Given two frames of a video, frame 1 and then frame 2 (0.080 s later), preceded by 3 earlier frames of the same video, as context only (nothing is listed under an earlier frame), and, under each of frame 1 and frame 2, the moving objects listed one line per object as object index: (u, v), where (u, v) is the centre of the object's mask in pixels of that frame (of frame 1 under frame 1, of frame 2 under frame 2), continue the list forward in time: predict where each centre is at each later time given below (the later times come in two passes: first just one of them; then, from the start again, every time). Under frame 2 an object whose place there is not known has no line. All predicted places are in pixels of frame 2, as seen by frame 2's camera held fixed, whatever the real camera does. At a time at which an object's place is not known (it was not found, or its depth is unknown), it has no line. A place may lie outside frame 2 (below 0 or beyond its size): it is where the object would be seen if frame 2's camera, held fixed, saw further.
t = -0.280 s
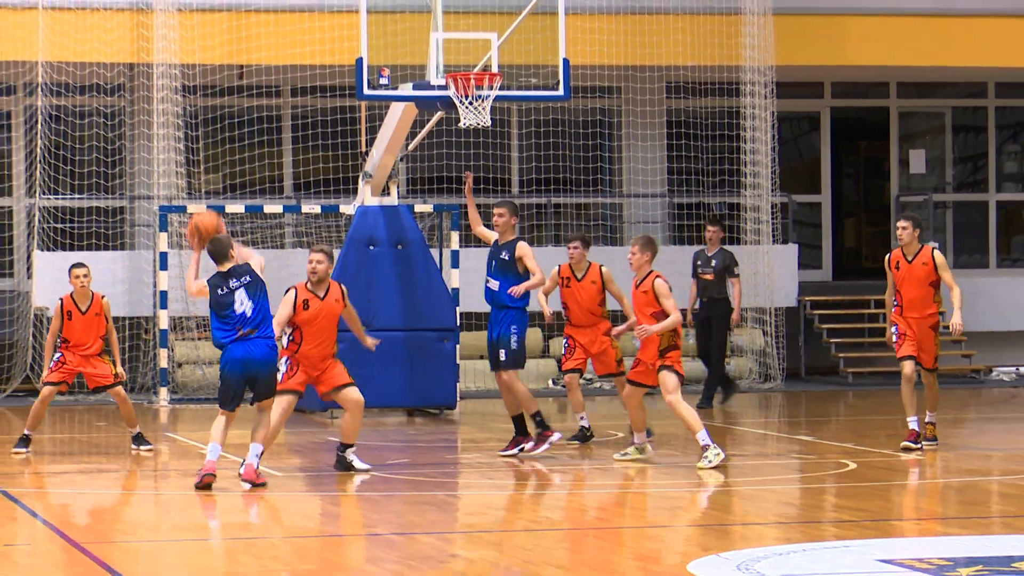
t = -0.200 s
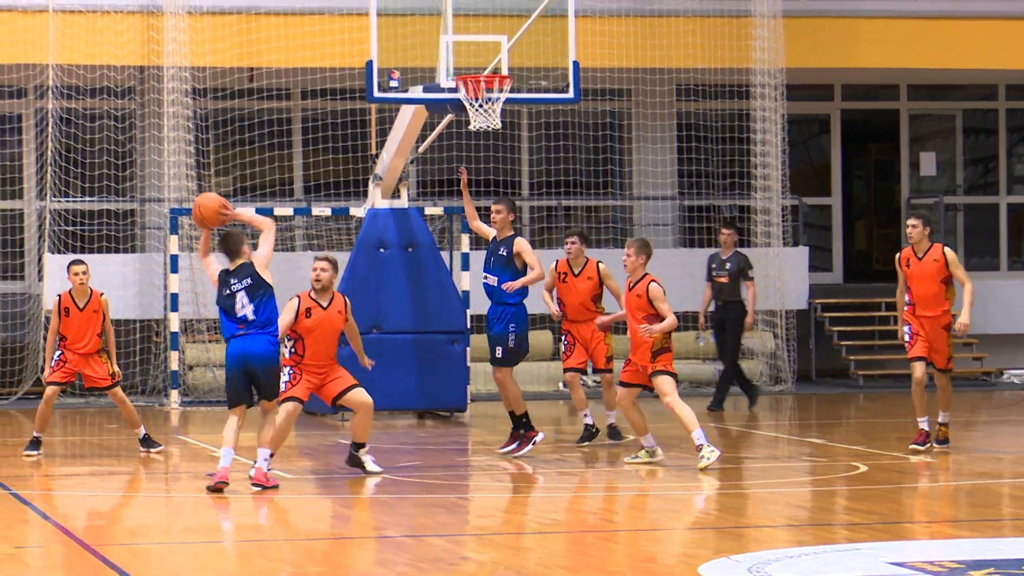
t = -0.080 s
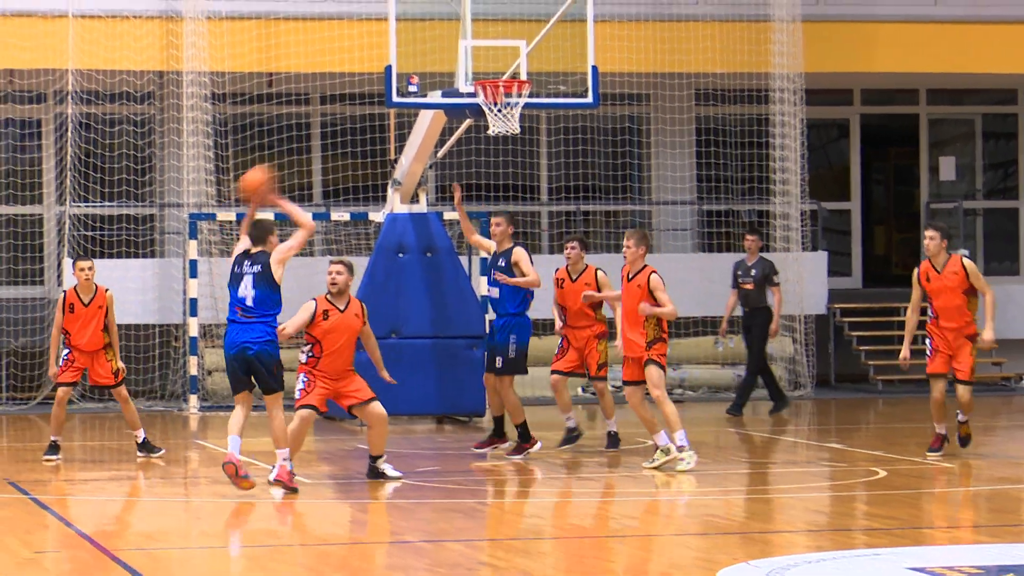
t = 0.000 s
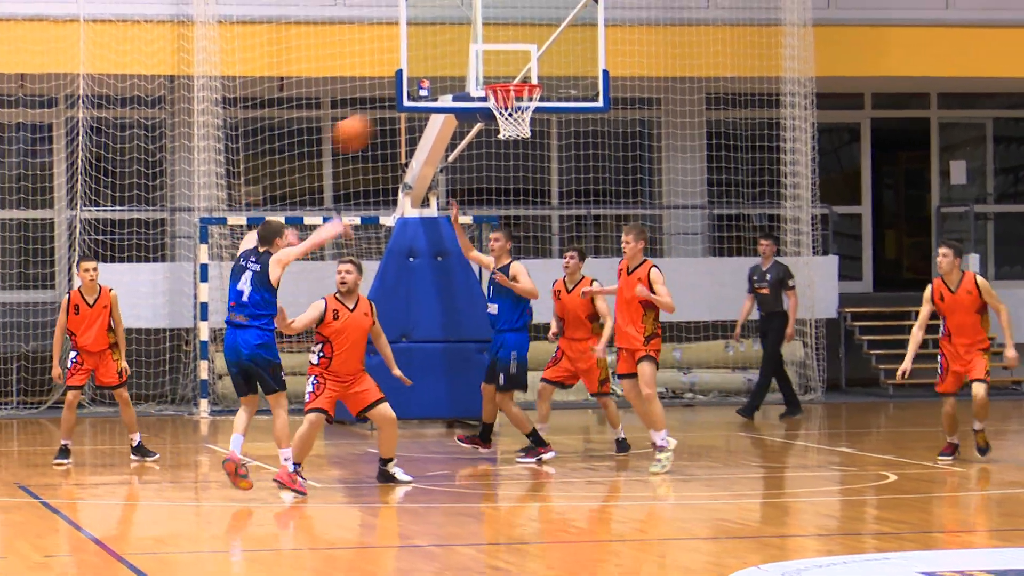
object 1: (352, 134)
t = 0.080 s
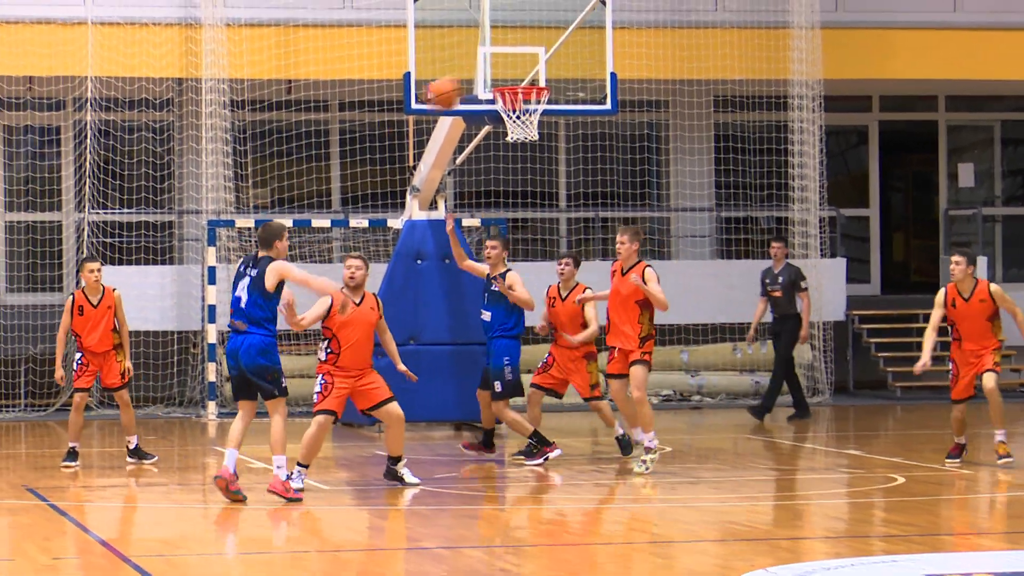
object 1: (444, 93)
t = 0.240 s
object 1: (596, 42)
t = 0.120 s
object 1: (482, 77)
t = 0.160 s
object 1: (520, 64)
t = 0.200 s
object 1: (560, 51)
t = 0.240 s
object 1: (596, 42)
